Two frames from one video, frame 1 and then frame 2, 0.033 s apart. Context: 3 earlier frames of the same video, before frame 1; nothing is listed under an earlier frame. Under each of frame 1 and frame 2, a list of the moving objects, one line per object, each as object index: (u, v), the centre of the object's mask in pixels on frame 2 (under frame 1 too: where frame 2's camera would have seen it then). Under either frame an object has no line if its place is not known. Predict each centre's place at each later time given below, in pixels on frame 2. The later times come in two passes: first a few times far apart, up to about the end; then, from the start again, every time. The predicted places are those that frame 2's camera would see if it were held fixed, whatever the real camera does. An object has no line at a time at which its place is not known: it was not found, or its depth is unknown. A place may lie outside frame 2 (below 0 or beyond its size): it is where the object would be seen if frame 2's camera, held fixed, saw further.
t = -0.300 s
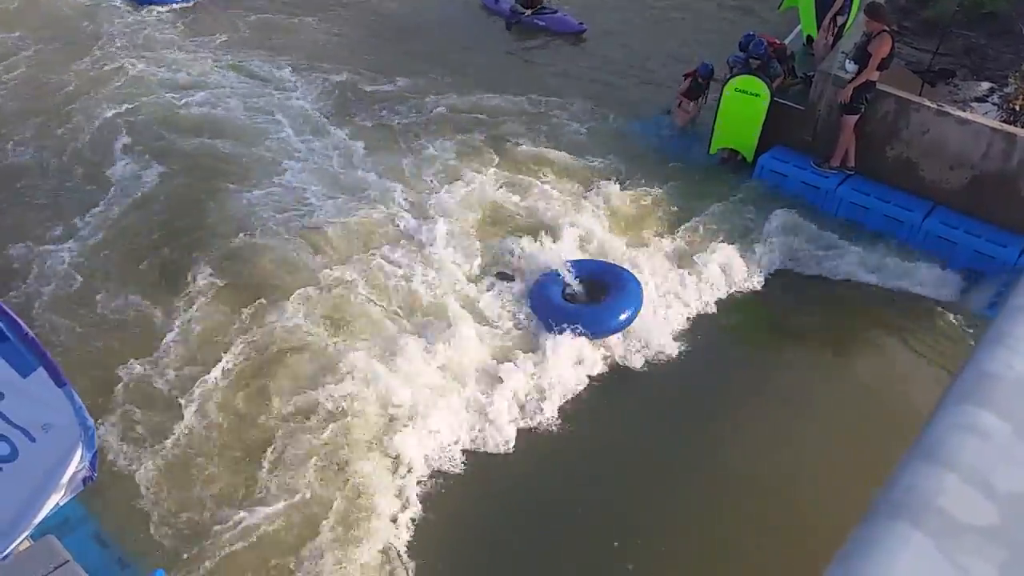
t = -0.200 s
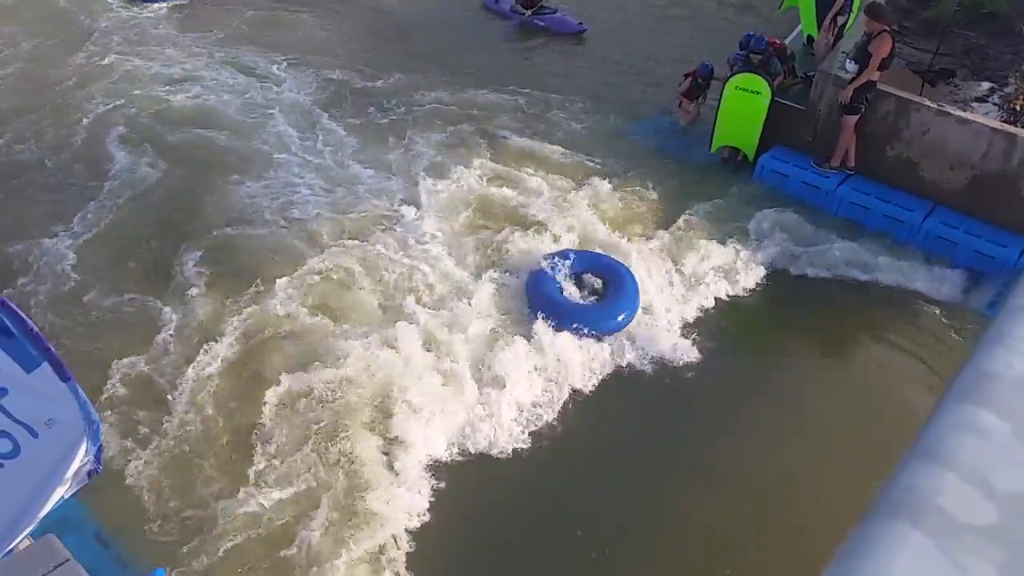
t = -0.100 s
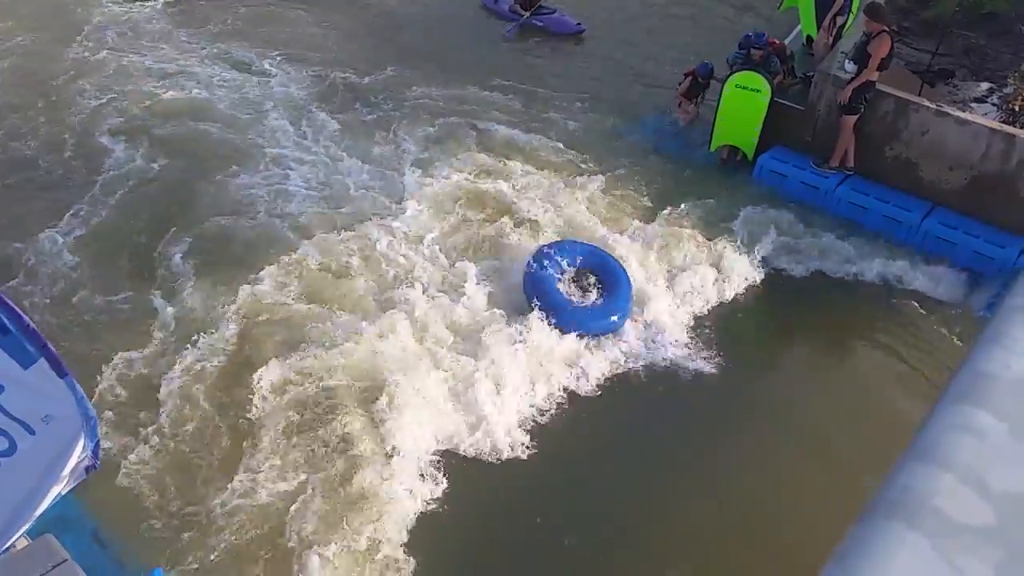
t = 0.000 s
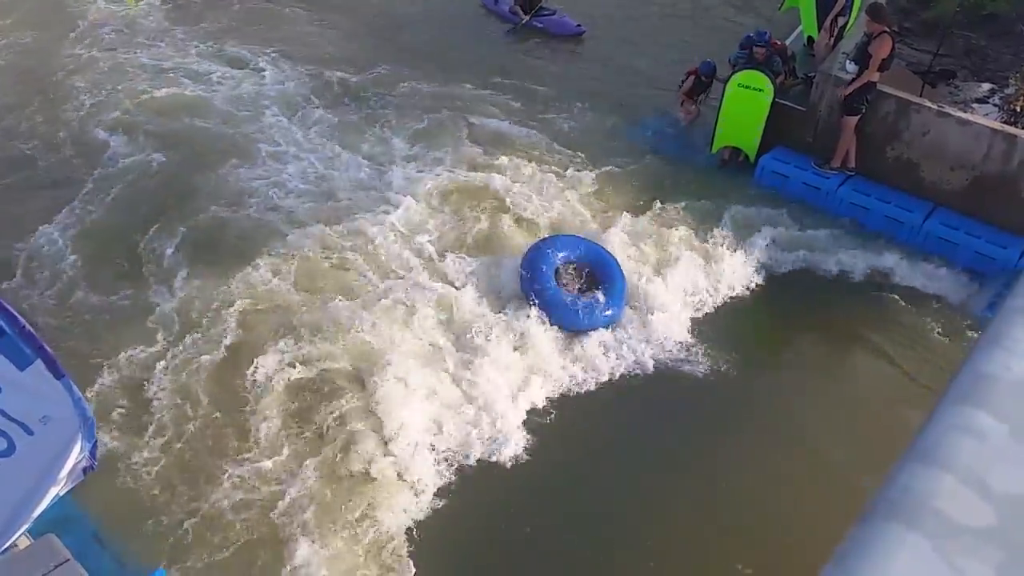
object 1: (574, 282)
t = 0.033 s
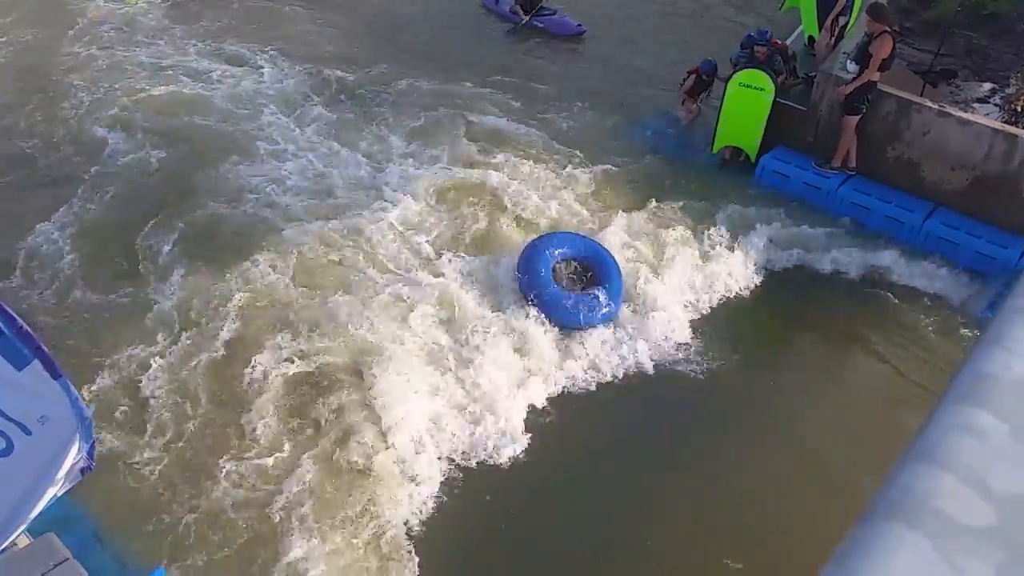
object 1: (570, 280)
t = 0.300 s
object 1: (541, 258)
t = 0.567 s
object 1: (519, 247)
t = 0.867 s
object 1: (496, 239)
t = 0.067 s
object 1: (567, 277)
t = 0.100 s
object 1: (563, 274)
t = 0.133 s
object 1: (559, 271)
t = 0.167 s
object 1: (556, 269)
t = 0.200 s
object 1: (552, 265)
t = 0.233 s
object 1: (549, 263)
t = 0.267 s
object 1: (545, 260)
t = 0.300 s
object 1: (541, 258)
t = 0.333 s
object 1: (538, 256)
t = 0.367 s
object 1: (535, 254)
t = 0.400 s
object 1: (532, 253)
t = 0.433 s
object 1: (529, 252)
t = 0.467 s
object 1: (526, 251)
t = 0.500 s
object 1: (524, 250)
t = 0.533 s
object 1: (521, 248)
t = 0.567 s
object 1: (519, 247)
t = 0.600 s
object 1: (517, 246)
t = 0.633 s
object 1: (514, 245)
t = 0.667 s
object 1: (512, 244)
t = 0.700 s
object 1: (509, 243)
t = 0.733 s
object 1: (506, 242)
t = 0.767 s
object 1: (504, 241)
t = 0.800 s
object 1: (501, 240)
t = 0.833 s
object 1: (498, 239)
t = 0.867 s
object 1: (496, 239)
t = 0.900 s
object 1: (493, 238)
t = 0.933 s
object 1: (491, 237)
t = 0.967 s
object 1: (489, 236)
